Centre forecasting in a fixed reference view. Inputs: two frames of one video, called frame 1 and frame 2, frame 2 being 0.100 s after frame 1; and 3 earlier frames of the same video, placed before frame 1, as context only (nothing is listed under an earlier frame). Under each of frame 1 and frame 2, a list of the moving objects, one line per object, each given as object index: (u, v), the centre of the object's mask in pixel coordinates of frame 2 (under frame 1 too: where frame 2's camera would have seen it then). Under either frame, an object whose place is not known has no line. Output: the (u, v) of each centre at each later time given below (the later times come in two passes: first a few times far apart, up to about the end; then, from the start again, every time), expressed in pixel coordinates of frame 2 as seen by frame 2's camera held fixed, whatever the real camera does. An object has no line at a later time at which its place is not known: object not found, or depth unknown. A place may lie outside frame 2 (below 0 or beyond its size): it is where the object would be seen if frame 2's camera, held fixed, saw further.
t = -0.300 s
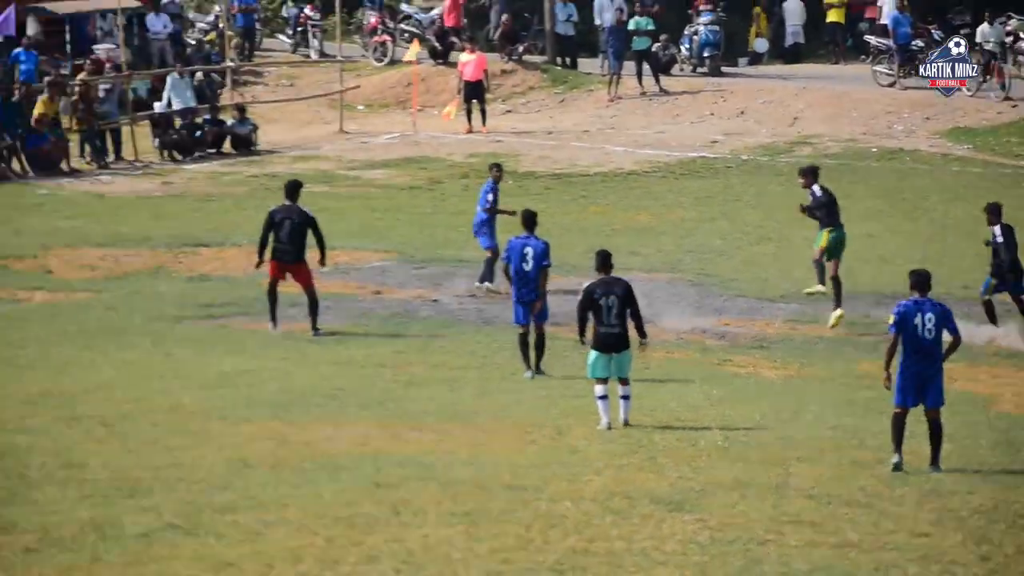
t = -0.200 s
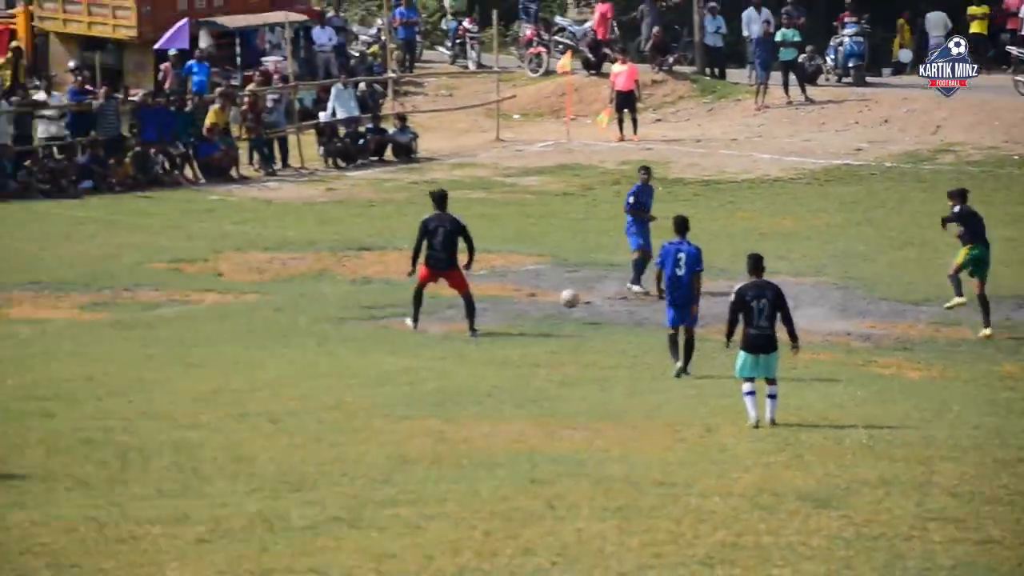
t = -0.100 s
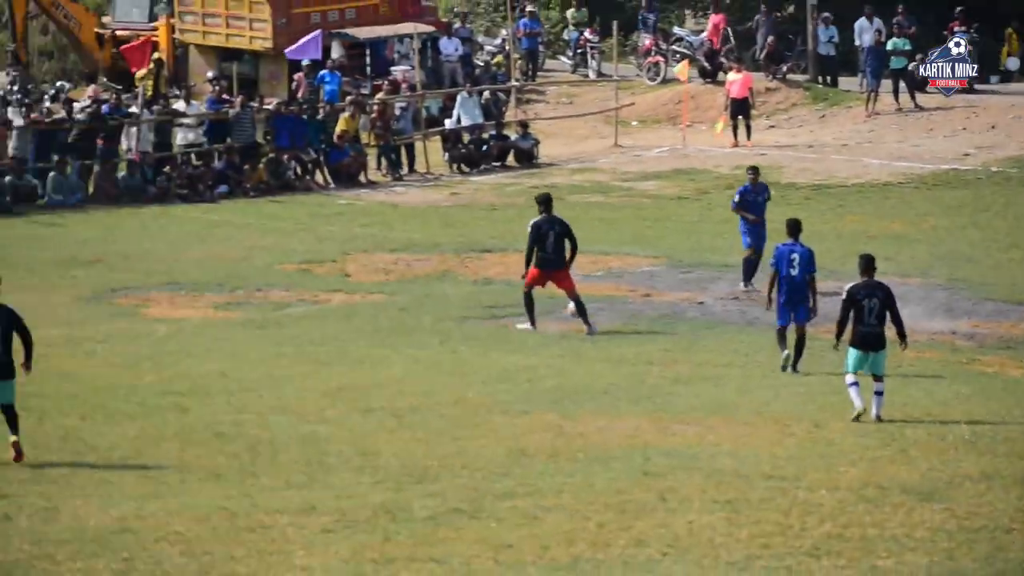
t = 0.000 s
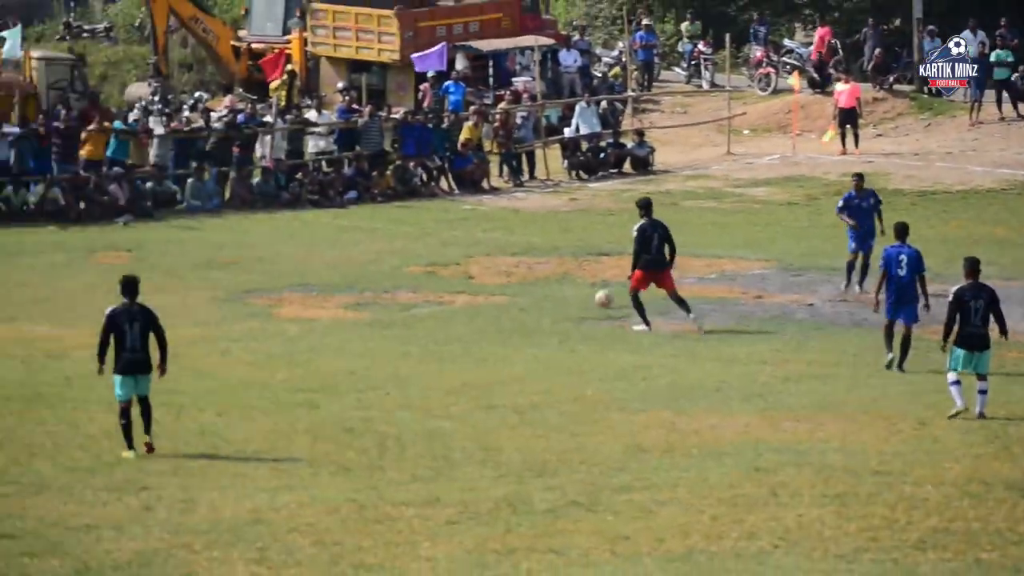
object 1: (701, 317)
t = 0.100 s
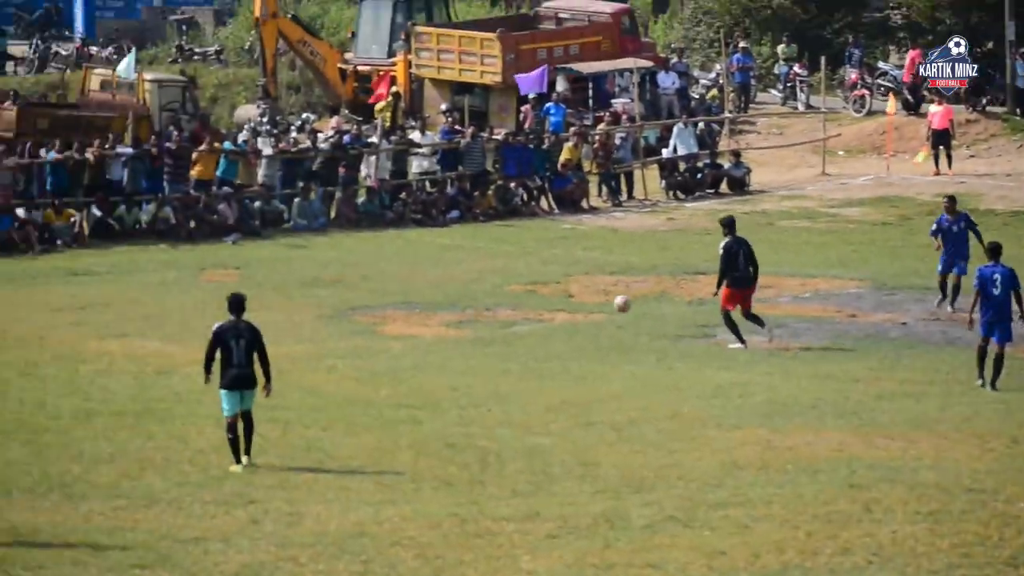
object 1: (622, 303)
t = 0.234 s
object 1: (520, 300)
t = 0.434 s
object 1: (375, 319)
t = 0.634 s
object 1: (233, 304)
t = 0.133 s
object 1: (596, 301)
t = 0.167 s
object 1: (570, 300)
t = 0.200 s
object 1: (545, 300)
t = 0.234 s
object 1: (520, 300)
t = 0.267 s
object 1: (496, 303)
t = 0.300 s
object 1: (471, 306)
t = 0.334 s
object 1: (447, 310)
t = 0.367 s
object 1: (424, 315)
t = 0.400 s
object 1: (400, 322)
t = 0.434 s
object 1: (375, 319)
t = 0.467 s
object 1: (352, 314)
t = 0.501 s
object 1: (331, 310)
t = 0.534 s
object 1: (308, 308)
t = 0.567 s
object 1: (281, 306)
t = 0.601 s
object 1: (256, 303)
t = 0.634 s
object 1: (233, 304)
